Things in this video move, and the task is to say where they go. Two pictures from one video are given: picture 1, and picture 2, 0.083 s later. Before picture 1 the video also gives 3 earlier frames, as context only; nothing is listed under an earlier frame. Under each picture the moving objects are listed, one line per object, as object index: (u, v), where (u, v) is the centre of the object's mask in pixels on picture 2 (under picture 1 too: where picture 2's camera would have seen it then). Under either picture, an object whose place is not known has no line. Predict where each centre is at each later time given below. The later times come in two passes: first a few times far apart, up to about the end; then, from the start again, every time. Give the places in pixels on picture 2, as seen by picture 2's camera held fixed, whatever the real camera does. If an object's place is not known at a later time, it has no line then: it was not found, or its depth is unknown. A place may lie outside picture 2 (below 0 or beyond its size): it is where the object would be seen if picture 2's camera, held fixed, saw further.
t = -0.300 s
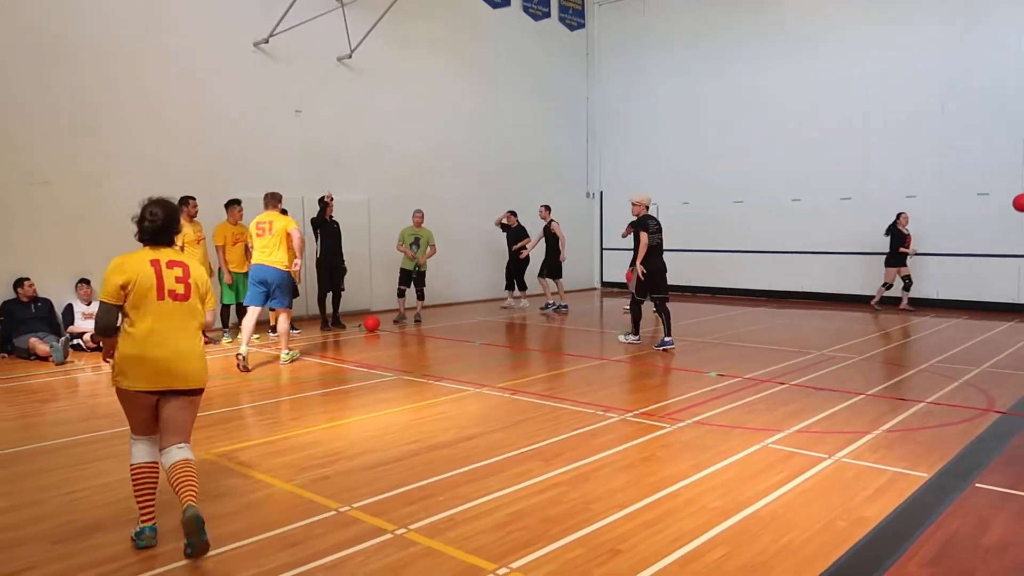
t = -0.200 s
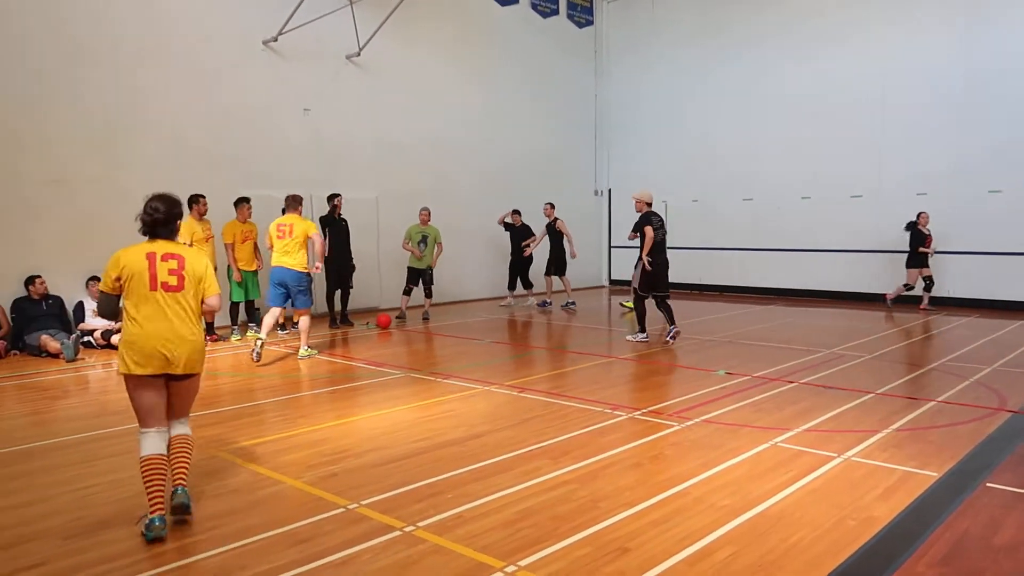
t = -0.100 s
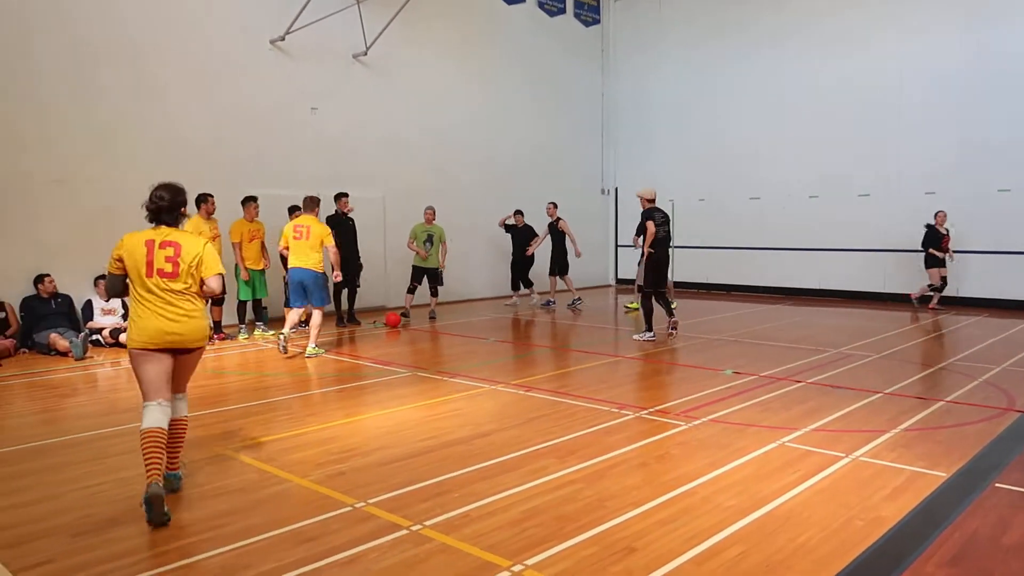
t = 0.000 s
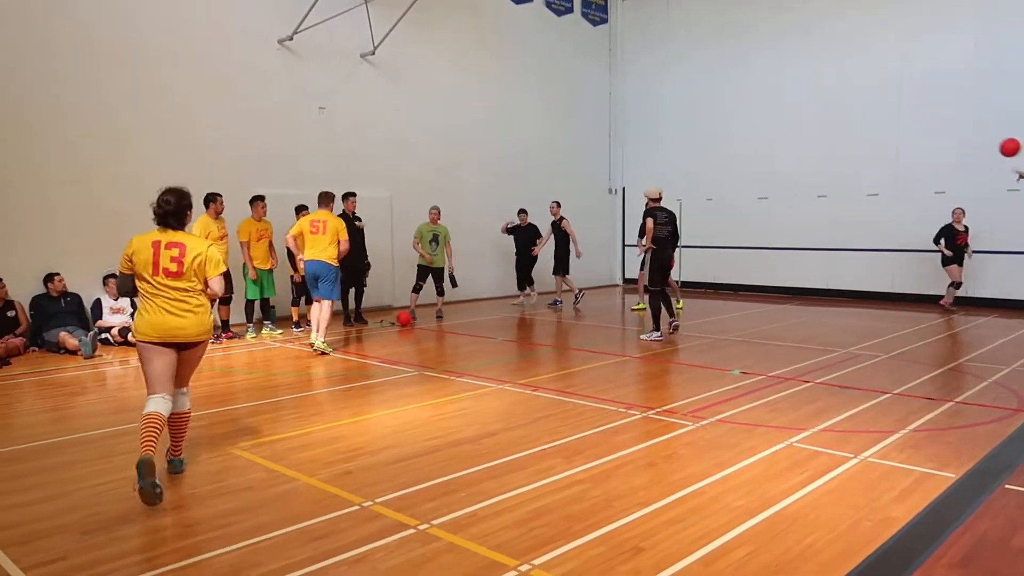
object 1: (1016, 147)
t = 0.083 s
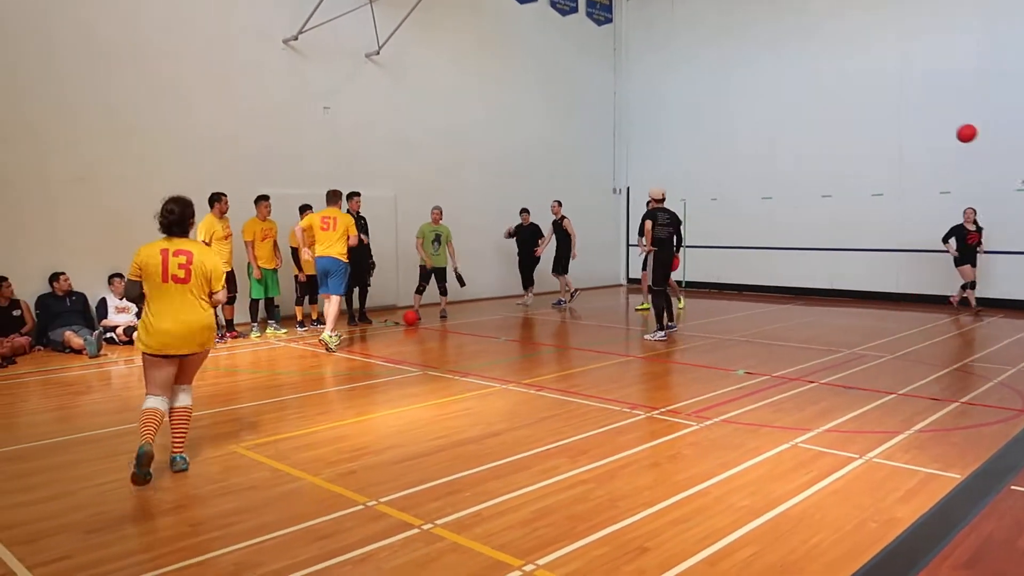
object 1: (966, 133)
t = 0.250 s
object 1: (881, 126)
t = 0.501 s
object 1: (778, 154)
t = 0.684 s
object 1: (717, 197)
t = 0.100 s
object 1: (957, 131)
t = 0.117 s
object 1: (948, 130)
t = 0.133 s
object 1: (939, 128)
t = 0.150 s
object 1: (930, 127)
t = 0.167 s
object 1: (922, 126)
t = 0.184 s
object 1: (913, 126)
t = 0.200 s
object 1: (905, 126)
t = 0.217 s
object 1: (897, 125)
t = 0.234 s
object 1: (889, 126)
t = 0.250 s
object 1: (881, 126)
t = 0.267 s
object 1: (873, 126)
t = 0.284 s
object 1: (866, 127)
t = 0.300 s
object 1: (858, 128)
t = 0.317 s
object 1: (851, 129)
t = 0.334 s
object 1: (844, 131)
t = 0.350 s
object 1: (836, 132)
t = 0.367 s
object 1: (830, 134)
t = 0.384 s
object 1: (823, 136)
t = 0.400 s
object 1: (816, 138)
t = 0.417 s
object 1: (809, 140)
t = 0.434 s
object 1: (803, 143)
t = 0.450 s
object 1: (796, 145)
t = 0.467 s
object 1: (790, 148)
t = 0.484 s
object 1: (784, 151)
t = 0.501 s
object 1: (778, 154)
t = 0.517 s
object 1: (772, 157)
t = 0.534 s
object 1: (766, 161)
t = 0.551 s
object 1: (760, 164)
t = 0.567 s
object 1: (754, 168)
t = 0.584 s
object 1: (748, 172)
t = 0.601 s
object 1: (743, 175)
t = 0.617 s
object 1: (738, 180)
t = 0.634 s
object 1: (732, 184)
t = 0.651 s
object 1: (727, 188)
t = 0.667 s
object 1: (722, 193)
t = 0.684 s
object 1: (717, 197)
